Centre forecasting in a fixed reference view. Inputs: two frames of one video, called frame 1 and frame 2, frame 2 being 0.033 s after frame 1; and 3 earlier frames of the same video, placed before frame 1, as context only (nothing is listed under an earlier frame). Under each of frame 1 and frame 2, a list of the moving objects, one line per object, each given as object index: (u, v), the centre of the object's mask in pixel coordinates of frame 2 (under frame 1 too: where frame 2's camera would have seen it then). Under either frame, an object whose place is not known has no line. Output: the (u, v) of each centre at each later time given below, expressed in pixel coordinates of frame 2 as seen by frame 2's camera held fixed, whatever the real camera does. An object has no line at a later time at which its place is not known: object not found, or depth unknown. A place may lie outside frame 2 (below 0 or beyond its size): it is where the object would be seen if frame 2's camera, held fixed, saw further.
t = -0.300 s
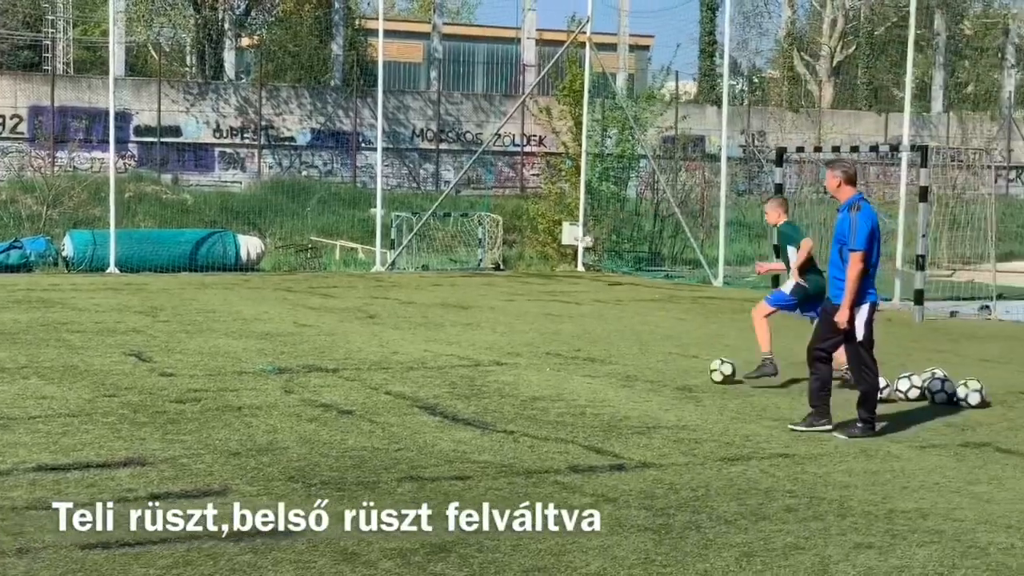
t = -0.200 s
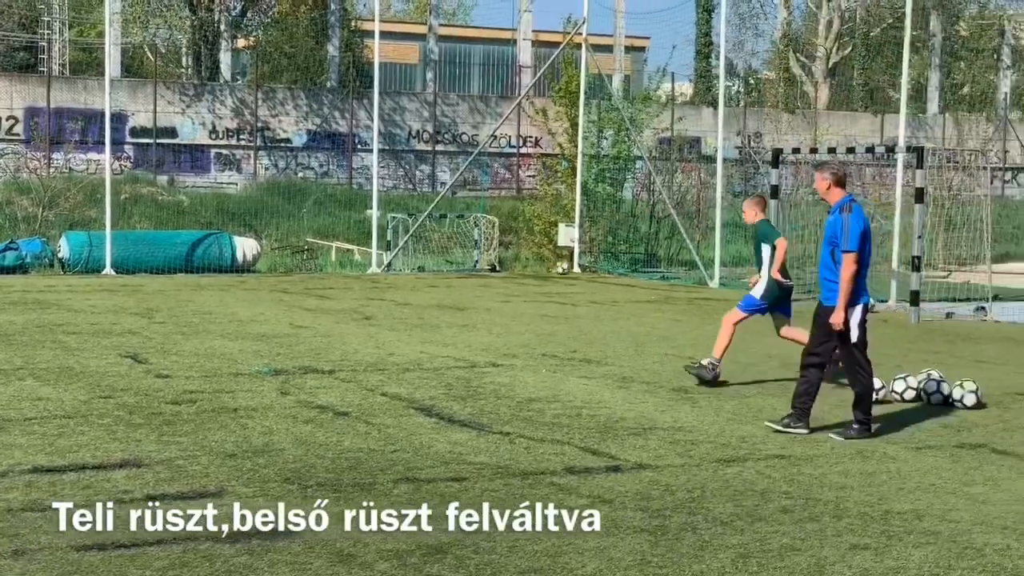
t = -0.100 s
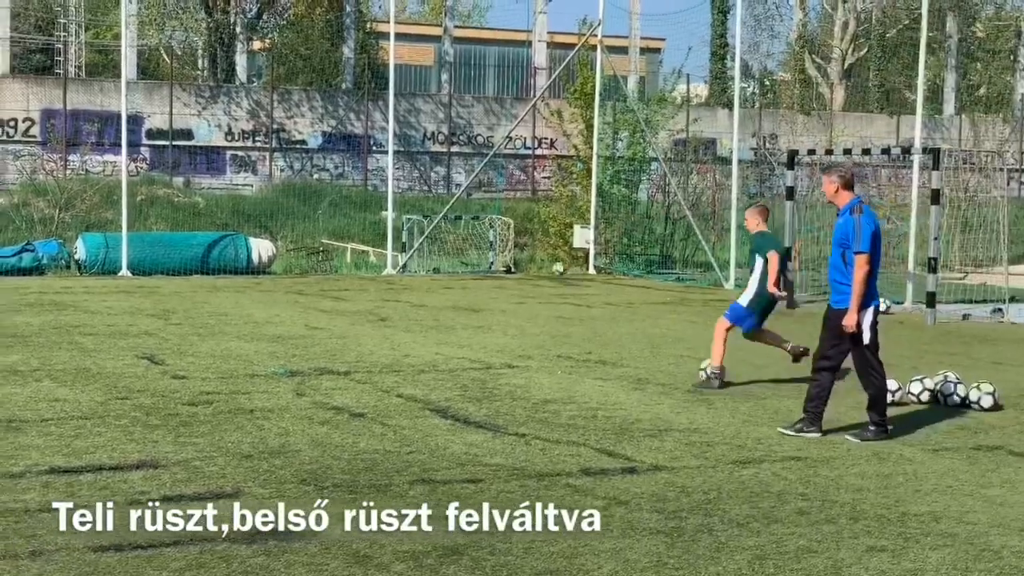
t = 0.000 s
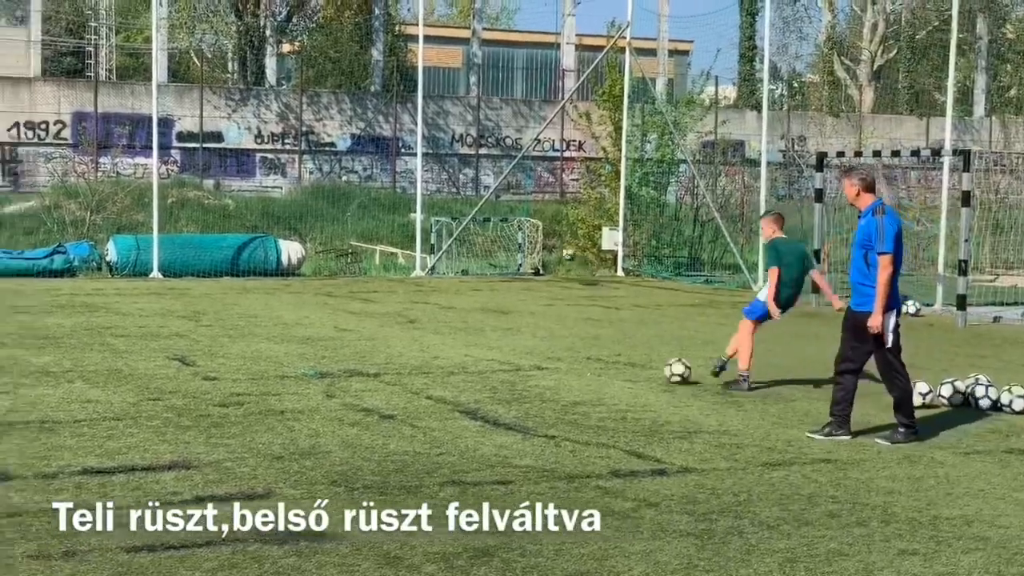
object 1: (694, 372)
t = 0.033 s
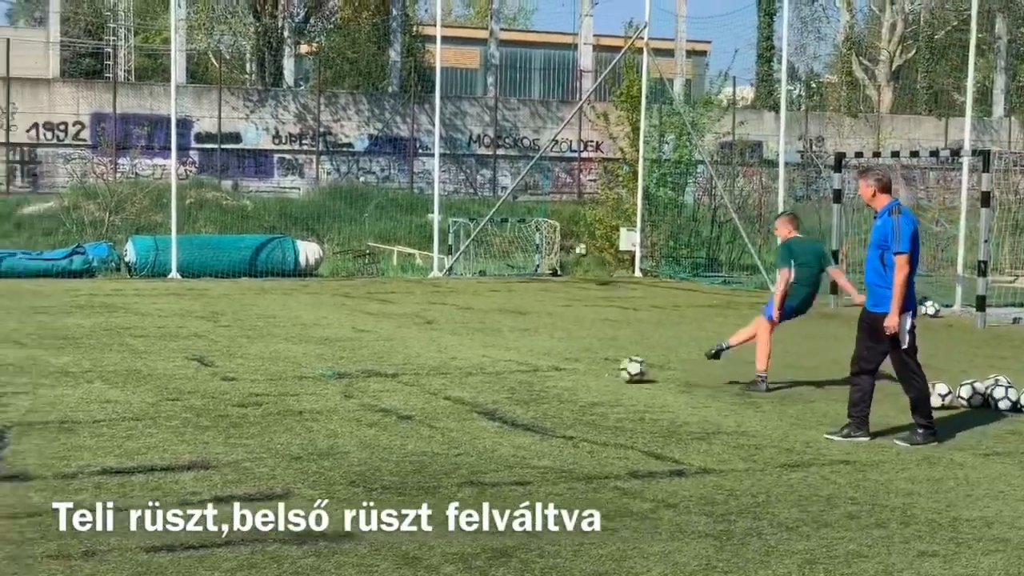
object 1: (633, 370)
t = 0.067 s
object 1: (572, 368)
